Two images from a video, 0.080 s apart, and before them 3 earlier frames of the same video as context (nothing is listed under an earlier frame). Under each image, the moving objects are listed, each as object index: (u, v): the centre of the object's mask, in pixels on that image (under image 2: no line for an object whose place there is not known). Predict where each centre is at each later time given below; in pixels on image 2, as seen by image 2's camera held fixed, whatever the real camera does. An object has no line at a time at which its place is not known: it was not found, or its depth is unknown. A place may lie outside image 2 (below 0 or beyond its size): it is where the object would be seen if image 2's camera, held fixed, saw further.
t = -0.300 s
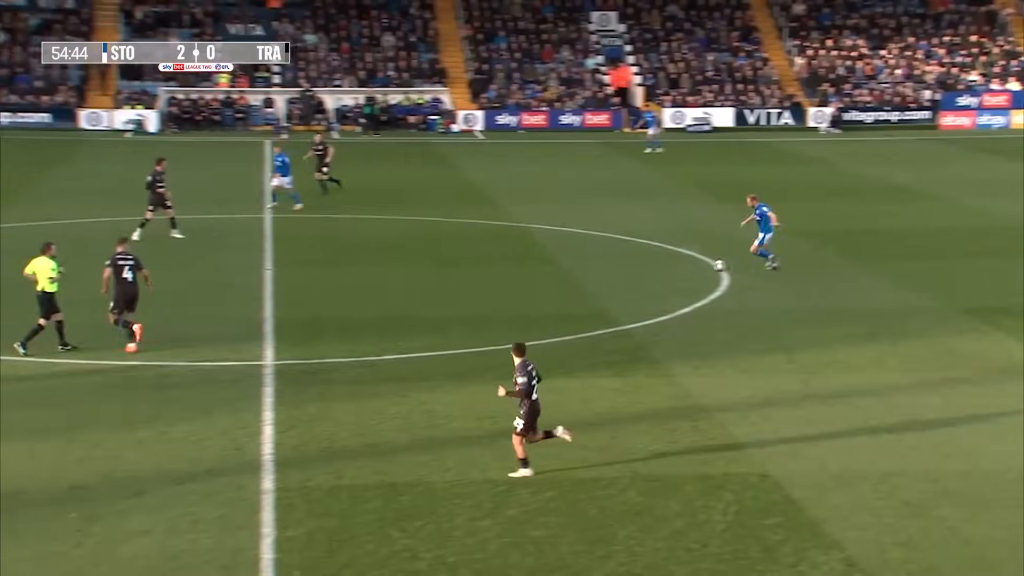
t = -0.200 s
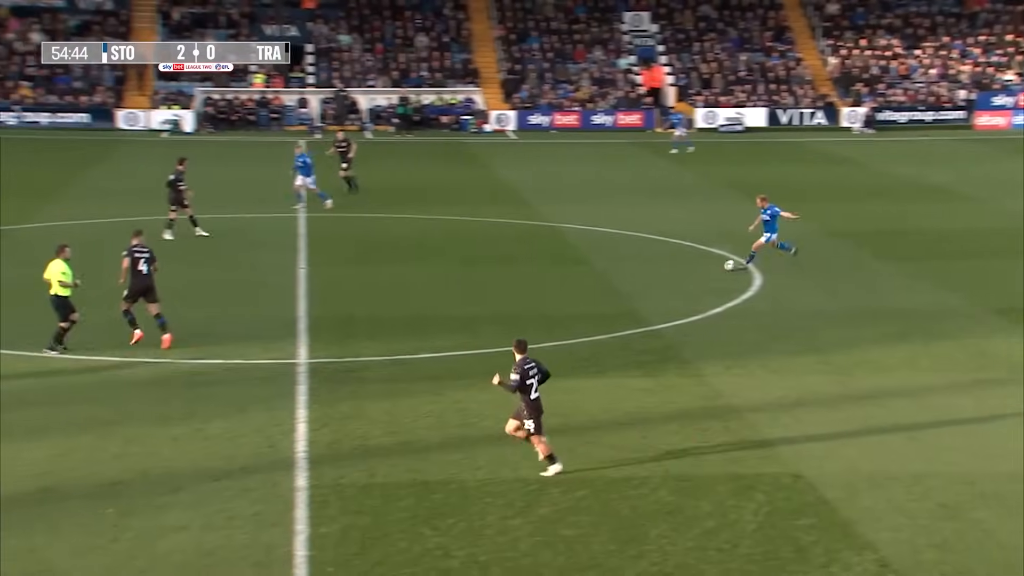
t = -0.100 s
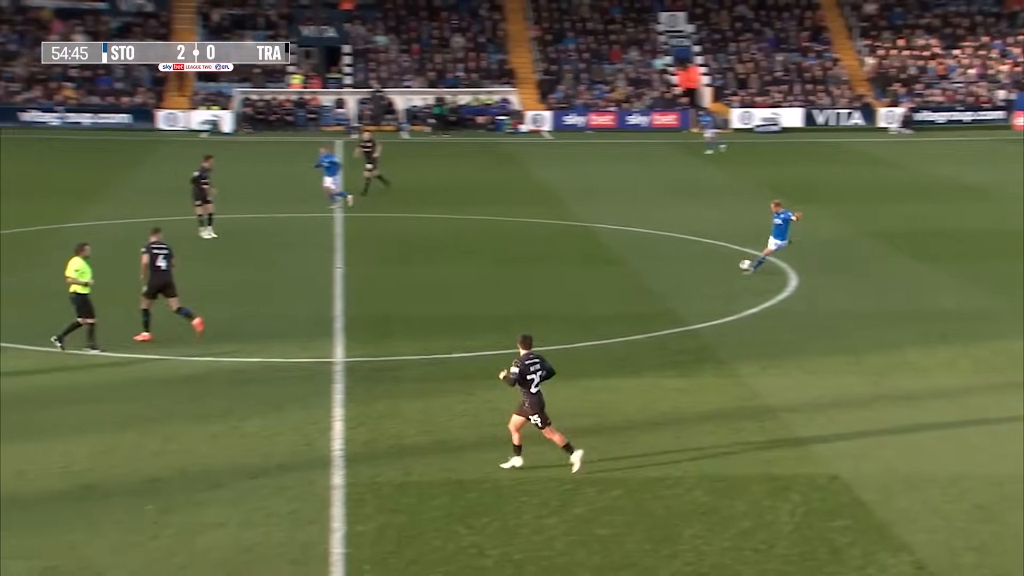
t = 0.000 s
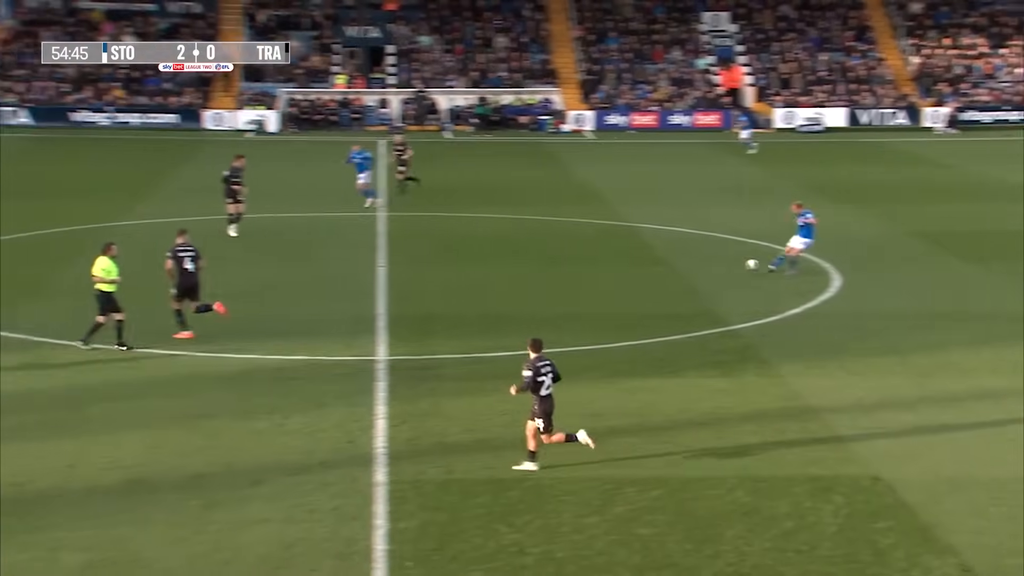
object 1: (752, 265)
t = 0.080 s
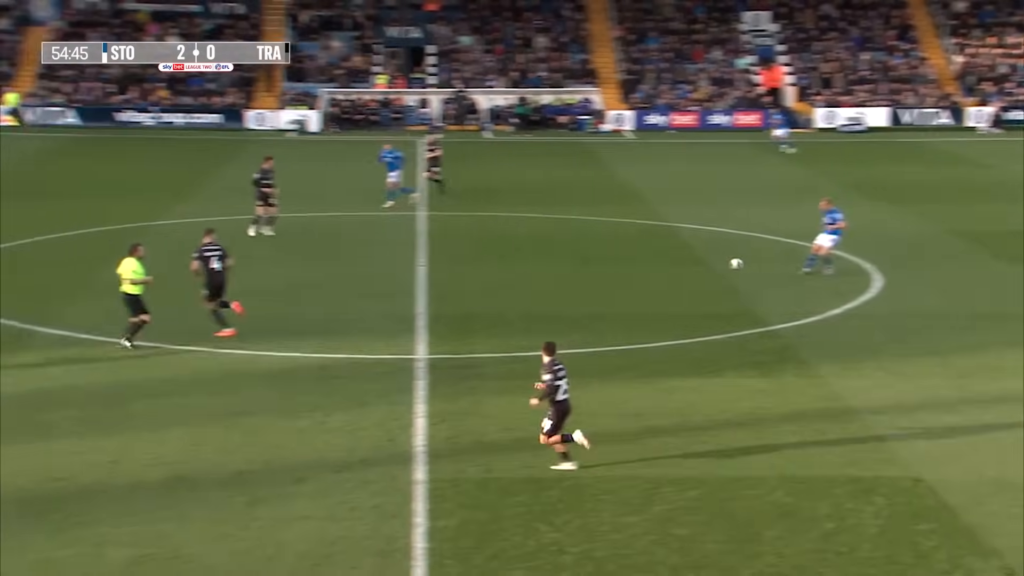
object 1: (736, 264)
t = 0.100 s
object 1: (722, 263)
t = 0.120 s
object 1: (709, 263)
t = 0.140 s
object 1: (695, 263)
